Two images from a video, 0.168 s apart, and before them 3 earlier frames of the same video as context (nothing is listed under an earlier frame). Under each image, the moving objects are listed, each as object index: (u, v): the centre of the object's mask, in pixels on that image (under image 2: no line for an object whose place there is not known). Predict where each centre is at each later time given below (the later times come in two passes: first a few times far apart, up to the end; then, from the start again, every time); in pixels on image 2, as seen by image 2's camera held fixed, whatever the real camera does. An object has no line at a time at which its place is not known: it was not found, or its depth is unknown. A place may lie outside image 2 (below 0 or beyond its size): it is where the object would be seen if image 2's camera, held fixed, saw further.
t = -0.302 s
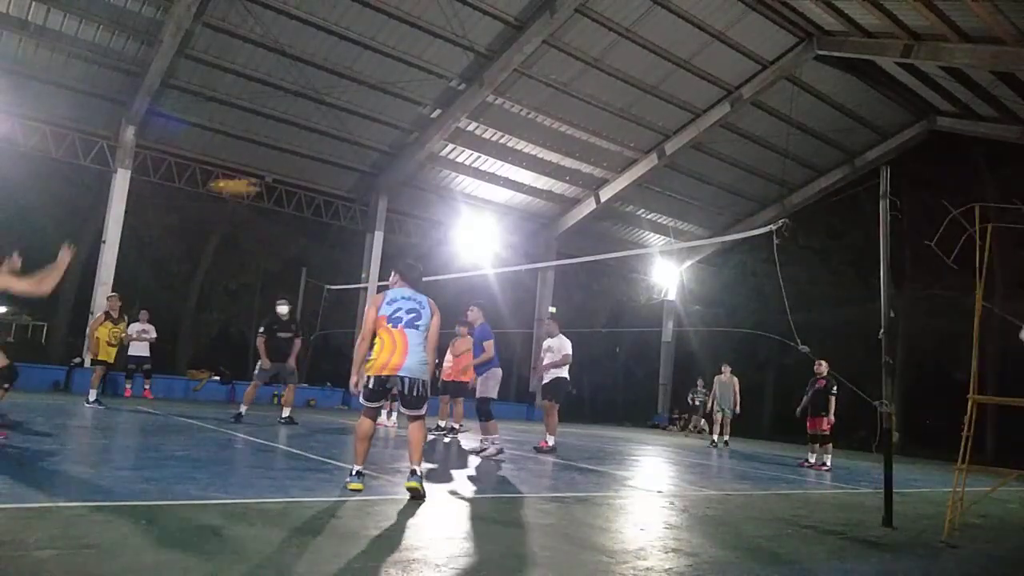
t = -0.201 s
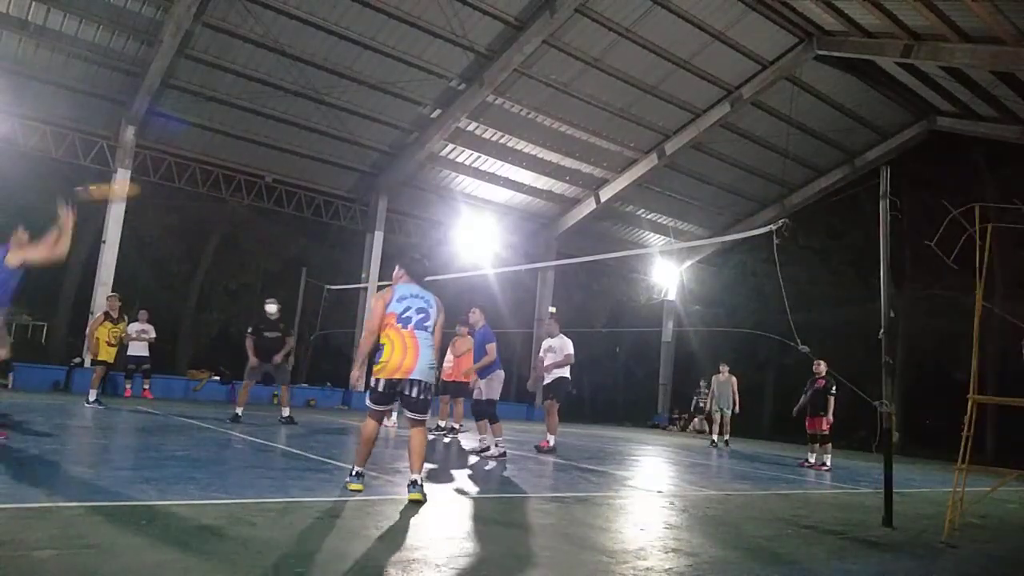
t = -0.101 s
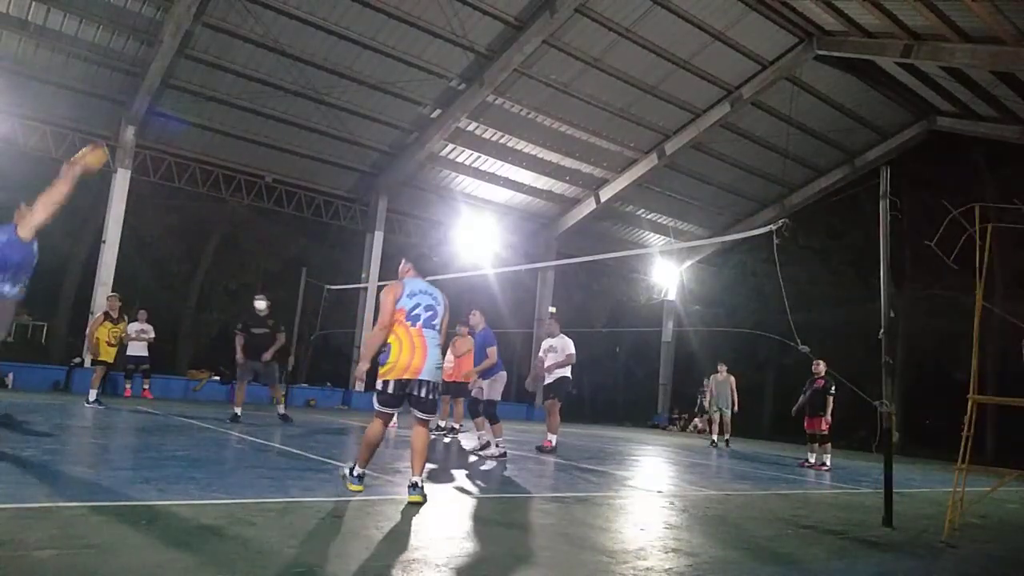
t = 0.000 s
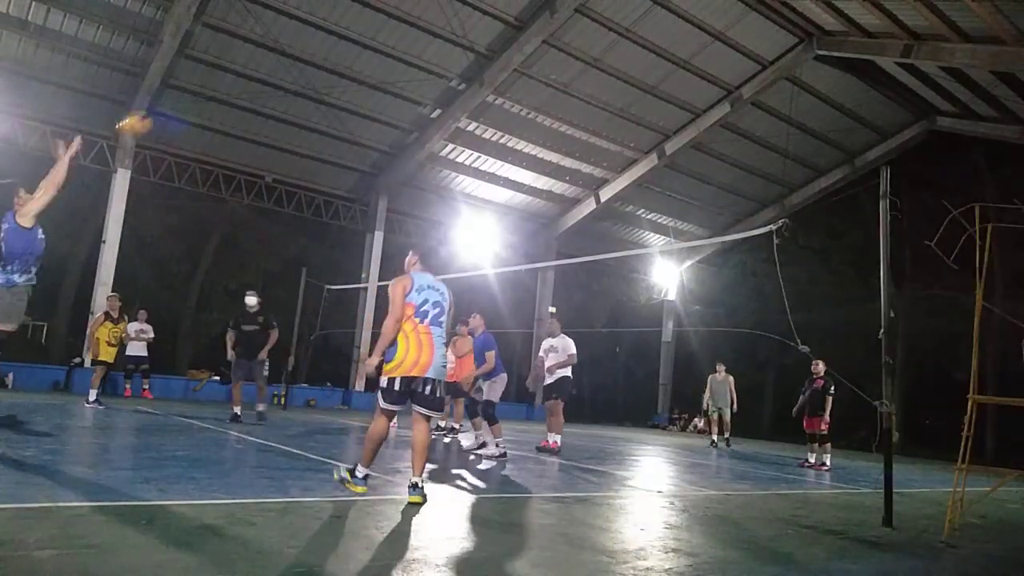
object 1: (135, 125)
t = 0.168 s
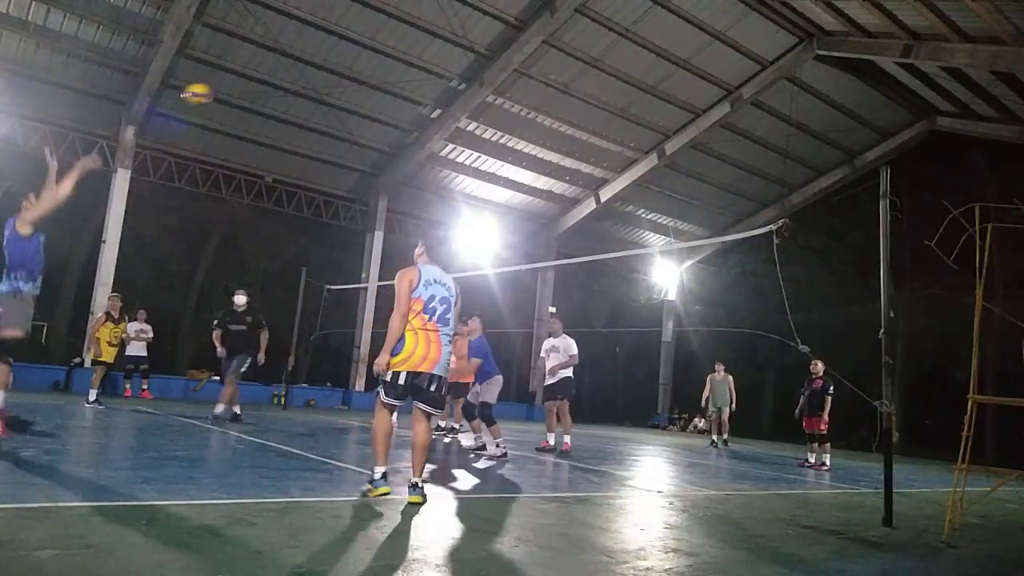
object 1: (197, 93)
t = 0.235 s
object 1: (219, 91)
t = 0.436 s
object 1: (275, 103)
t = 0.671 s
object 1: (330, 161)
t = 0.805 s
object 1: (355, 214)
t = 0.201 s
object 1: (208, 91)
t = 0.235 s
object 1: (219, 91)
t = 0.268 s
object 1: (229, 89)
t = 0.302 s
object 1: (240, 89)
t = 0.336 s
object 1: (249, 92)
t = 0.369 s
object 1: (258, 94)
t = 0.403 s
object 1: (267, 98)
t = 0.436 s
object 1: (275, 103)
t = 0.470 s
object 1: (283, 108)
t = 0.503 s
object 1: (292, 115)
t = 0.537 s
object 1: (299, 122)
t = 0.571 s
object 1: (307, 130)
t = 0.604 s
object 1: (315, 140)
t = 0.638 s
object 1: (323, 150)
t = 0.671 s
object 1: (330, 161)
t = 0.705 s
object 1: (337, 173)
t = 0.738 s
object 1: (343, 185)
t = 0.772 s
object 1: (349, 200)
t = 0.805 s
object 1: (355, 214)
